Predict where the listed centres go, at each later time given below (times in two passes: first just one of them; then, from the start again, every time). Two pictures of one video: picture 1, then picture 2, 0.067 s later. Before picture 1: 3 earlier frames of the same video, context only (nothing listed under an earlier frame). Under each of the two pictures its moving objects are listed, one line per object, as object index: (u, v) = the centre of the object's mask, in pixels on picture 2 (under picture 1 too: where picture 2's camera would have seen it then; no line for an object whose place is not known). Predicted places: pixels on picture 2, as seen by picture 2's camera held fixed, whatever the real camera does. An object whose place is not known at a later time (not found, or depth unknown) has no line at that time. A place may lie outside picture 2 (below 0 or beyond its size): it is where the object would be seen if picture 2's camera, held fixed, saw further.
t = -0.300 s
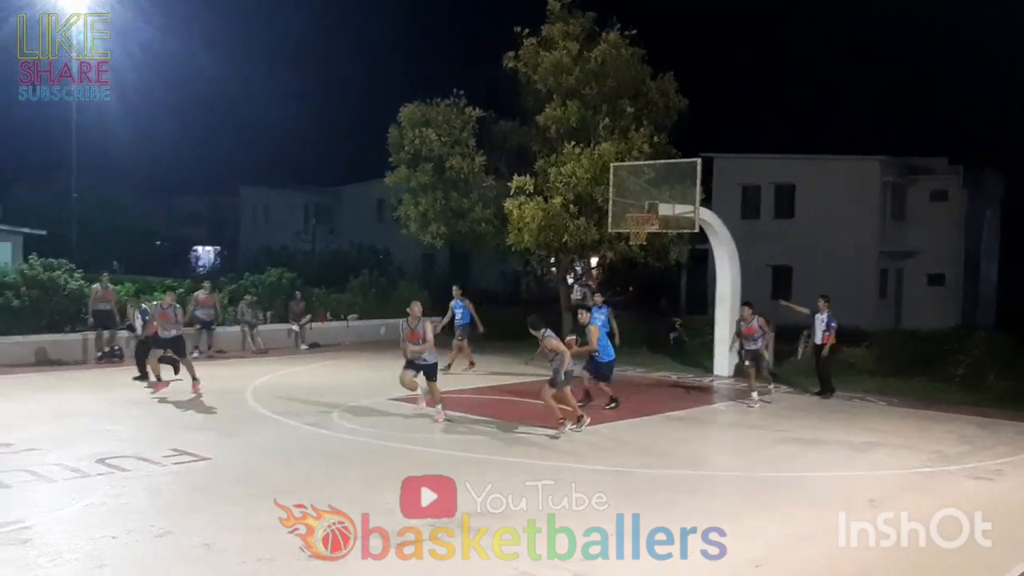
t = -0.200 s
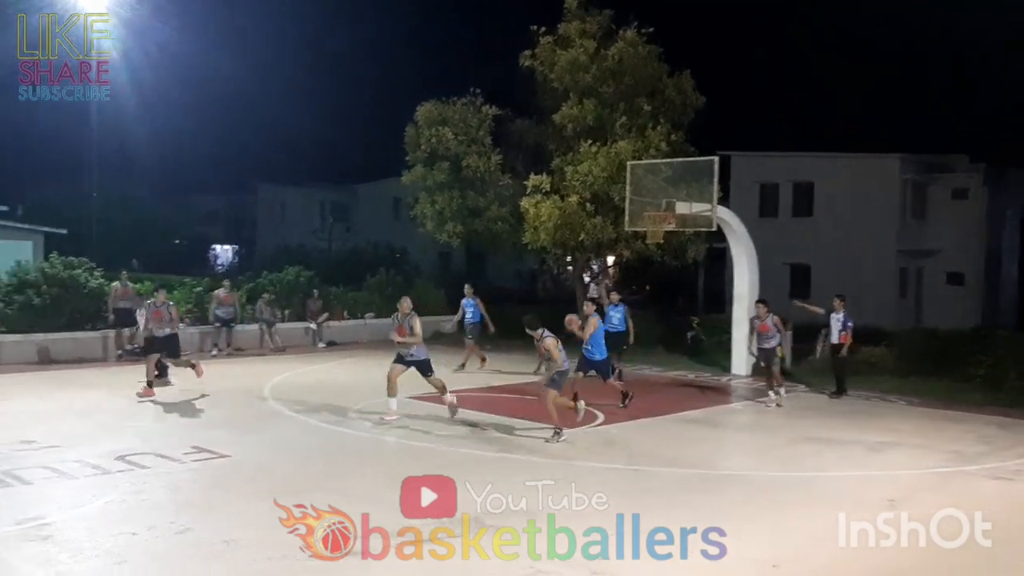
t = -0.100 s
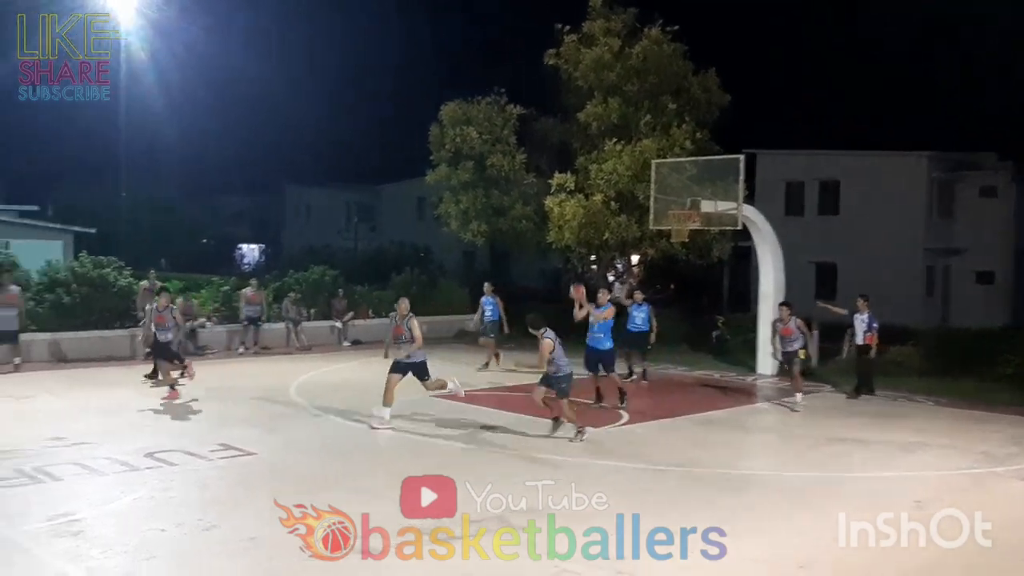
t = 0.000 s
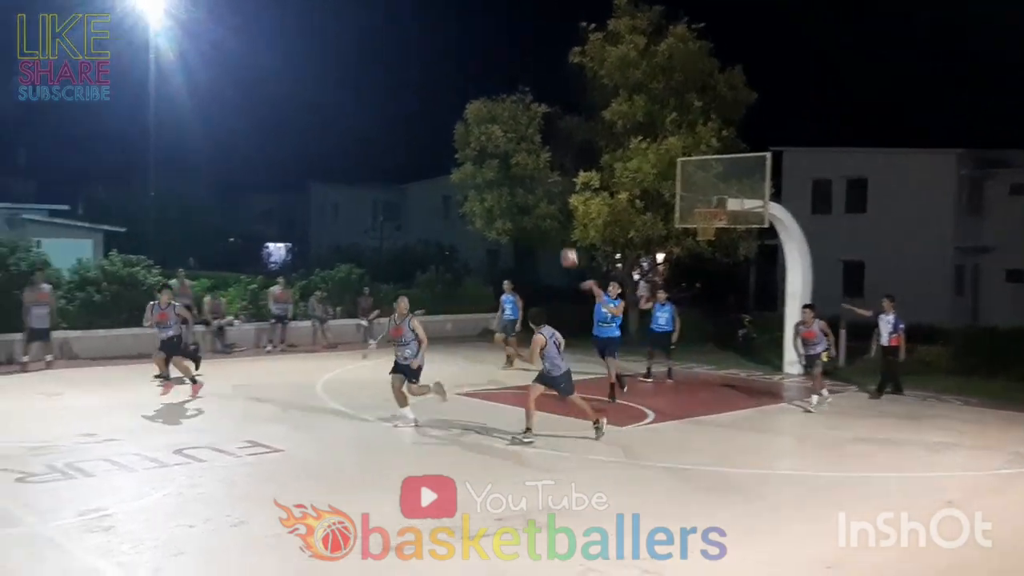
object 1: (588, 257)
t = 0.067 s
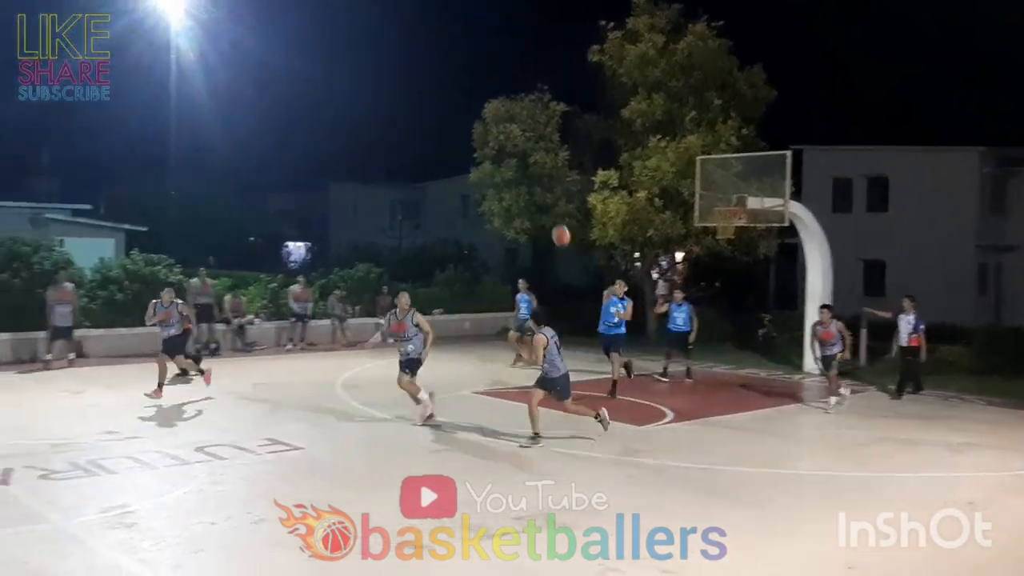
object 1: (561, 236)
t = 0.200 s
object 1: (498, 196)
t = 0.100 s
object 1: (546, 225)
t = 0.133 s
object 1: (531, 215)
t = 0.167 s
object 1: (515, 205)
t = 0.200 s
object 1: (498, 196)
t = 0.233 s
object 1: (478, 187)
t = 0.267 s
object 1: (458, 179)
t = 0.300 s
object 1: (437, 170)
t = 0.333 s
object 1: (413, 163)
